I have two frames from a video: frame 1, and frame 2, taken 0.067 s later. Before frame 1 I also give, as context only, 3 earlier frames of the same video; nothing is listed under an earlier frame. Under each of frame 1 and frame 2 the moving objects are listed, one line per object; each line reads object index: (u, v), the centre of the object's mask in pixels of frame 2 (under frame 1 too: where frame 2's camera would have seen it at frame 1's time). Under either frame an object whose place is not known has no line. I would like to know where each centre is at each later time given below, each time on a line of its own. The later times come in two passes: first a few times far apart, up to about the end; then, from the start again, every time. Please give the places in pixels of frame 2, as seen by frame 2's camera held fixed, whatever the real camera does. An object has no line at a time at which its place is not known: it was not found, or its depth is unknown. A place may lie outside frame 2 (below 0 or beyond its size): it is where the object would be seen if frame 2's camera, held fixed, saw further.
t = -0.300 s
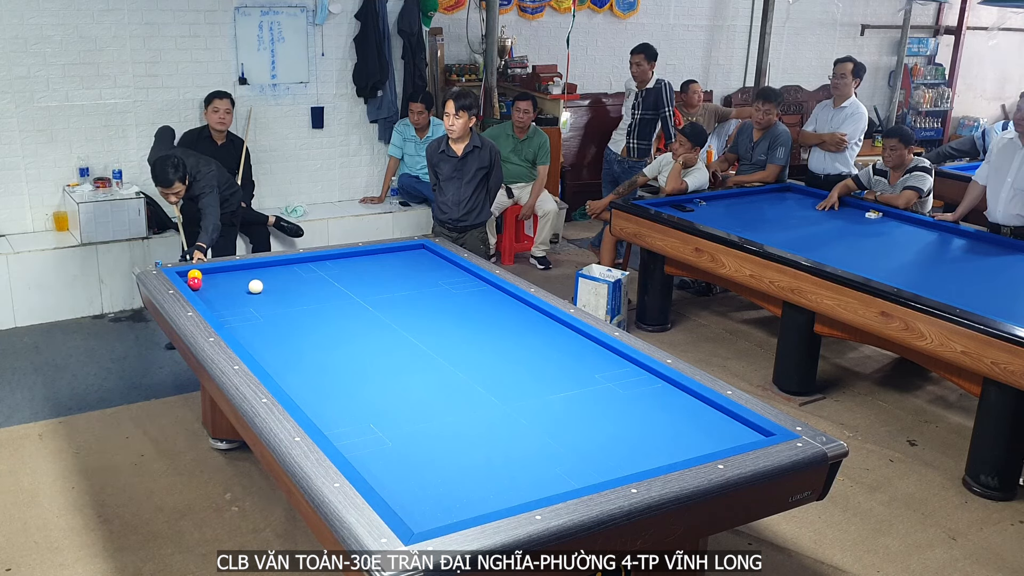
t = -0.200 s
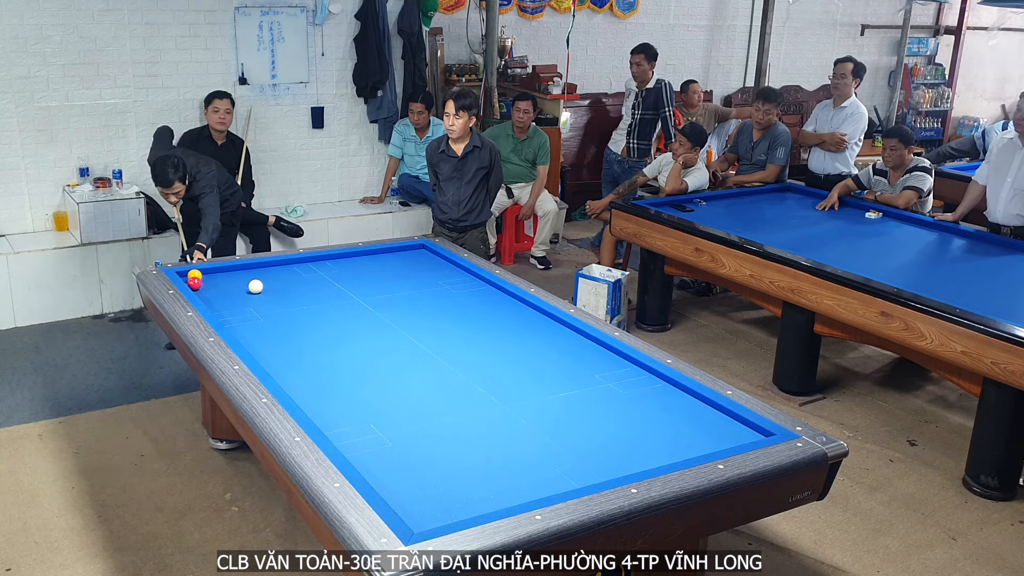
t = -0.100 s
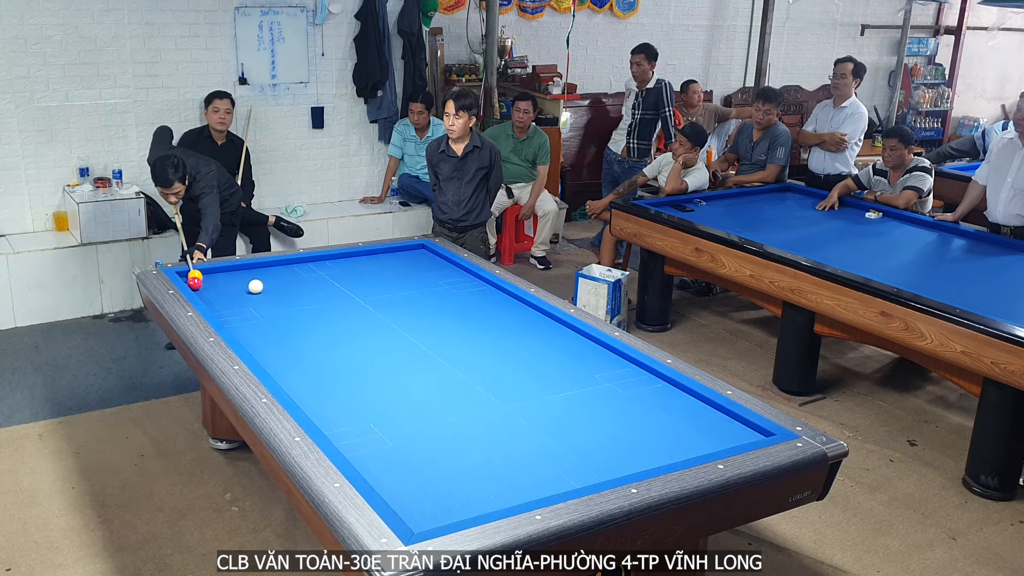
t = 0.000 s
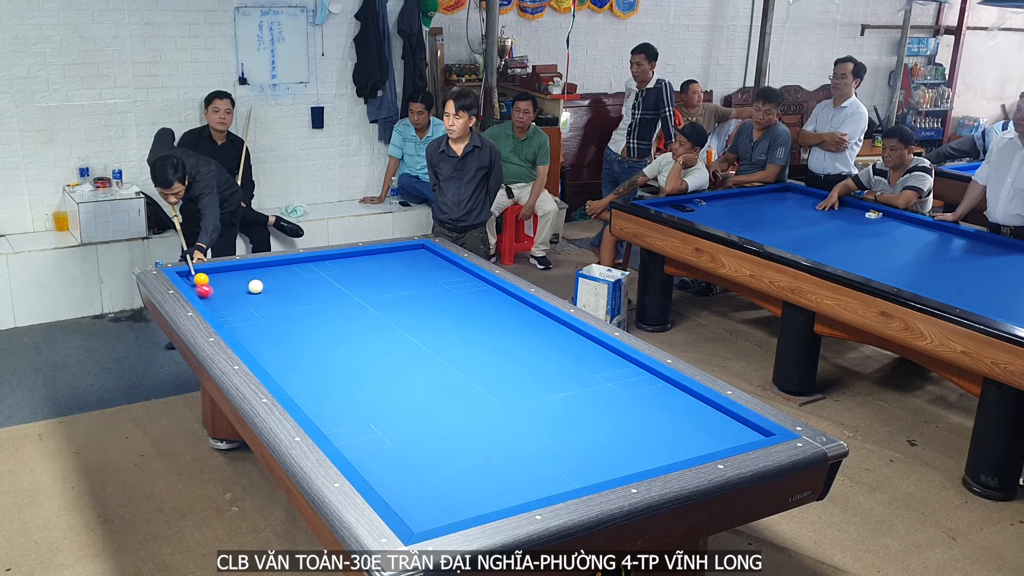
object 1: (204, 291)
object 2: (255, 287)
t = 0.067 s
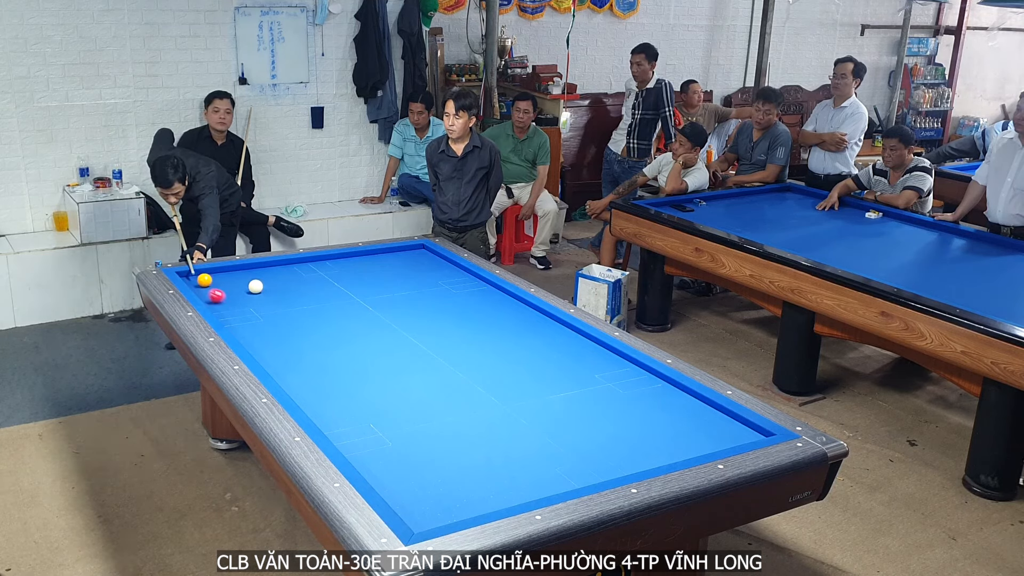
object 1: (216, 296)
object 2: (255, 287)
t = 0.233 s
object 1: (245, 307)
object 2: (255, 287)
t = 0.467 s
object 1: (283, 322)
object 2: (255, 287)
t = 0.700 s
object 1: (323, 339)
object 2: (255, 287)
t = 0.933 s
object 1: (366, 356)
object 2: (259, 287)
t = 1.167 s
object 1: (412, 374)
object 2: (266, 287)
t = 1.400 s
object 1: (460, 394)
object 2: (272, 288)
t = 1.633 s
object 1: (514, 416)
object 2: (278, 288)
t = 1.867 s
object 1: (571, 439)
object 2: (284, 289)
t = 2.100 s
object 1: (633, 464)
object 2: (289, 289)
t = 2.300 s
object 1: (632, 446)
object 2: (292, 289)
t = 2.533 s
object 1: (628, 424)
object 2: (296, 290)
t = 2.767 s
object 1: (625, 405)
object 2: (299, 290)
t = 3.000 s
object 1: (622, 387)
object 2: (302, 290)
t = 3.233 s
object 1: (619, 371)
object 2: (304, 290)
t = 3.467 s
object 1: (617, 357)
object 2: (305, 290)
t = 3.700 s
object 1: (595, 348)
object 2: (306, 290)
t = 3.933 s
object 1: (571, 341)
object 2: (306, 290)
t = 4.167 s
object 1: (549, 335)
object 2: (306, 290)
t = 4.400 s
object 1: (527, 329)
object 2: (306, 290)
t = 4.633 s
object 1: (507, 323)
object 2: (306, 290)
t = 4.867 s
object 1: (488, 317)
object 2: (306, 290)
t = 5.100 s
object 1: (470, 312)
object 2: (306, 290)
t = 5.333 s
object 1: (452, 307)
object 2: (306, 290)
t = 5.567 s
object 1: (436, 302)
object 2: (306, 290)
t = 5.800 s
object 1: (420, 297)
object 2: (306, 290)
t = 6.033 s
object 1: (405, 293)
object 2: (306, 290)
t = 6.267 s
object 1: (391, 289)
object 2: (306, 290)
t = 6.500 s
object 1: (378, 285)
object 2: (306, 290)
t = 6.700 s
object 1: (367, 281)
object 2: (306, 290)
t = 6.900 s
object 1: (356, 278)
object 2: (306, 290)
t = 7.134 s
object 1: (345, 275)
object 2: (306, 290)
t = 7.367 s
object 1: (334, 271)
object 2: (306, 290)
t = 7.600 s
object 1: (324, 269)
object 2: (306, 290)
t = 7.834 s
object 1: (314, 266)
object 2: (306, 290)
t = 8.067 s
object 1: (305, 263)
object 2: (307, 290)
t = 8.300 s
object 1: (296, 261)
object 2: (307, 290)
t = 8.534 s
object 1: (294, 263)
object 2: (307, 290)
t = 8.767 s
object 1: (293, 264)
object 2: (306, 290)
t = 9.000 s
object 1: (291, 266)
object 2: (306, 290)
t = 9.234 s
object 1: (290, 268)
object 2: (306, 290)
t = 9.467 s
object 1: (289, 270)
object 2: (307, 290)
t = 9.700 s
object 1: (288, 272)
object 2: (307, 290)
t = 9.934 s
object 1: (288, 273)
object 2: (307, 290)
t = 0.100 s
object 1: (222, 298)
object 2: (255, 287)
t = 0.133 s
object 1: (228, 300)
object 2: (255, 287)
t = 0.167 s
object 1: (234, 303)
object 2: (255, 287)
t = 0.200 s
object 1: (240, 305)
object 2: (255, 287)
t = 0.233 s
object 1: (245, 307)
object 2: (255, 287)
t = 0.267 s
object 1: (250, 309)
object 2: (255, 287)
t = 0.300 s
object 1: (255, 312)
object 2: (255, 287)
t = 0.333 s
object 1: (261, 314)
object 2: (255, 287)
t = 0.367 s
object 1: (266, 316)
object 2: (255, 287)
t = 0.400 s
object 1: (272, 318)
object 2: (255, 287)
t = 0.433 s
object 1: (277, 320)
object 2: (255, 287)
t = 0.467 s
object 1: (283, 322)
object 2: (255, 287)
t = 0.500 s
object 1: (288, 325)
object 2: (255, 287)
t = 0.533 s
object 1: (294, 327)
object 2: (255, 287)
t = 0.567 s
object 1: (300, 329)
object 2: (255, 287)
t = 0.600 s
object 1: (305, 332)
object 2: (255, 287)
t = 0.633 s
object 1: (311, 334)
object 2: (255, 287)
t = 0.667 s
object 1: (317, 336)
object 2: (255, 287)
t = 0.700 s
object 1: (323, 339)
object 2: (255, 287)
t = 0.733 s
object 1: (329, 341)
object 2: (255, 287)
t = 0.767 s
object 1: (335, 344)
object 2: (255, 287)
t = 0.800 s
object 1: (341, 346)
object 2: (255, 287)
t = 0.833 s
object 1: (347, 348)
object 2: (256, 287)
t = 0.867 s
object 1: (353, 351)
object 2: (256, 287)
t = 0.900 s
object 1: (360, 353)
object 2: (258, 287)
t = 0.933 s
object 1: (366, 356)
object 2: (259, 287)
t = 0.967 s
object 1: (372, 359)
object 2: (260, 287)
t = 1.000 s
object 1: (379, 361)
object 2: (261, 287)
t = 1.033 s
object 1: (385, 364)
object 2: (262, 287)
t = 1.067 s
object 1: (392, 366)
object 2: (263, 287)
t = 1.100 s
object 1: (398, 369)
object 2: (264, 287)
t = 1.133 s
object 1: (405, 372)
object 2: (265, 287)
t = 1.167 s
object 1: (412, 374)
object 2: (266, 287)
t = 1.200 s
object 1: (418, 377)
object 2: (267, 287)
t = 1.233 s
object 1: (425, 380)
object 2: (268, 287)
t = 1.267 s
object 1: (432, 383)
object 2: (269, 287)
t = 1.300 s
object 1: (439, 385)
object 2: (270, 287)
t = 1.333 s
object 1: (446, 388)
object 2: (271, 288)
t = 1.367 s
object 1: (453, 391)
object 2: (272, 288)
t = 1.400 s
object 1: (460, 394)
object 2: (272, 288)
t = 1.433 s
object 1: (468, 397)
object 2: (273, 288)
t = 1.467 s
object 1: (475, 400)
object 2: (274, 288)
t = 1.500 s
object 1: (483, 403)
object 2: (275, 288)
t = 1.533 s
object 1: (491, 407)
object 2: (276, 288)
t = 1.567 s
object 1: (498, 410)
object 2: (277, 288)
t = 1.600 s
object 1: (506, 413)
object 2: (278, 288)
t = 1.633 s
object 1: (514, 416)
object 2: (278, 288)
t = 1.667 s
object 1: (522, 419)
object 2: (279, 288)
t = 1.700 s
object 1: (529, 423)
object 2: (280, 288)
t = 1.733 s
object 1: (538, 426)
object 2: (281, 288)
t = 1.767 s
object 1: (546, 429)
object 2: (282, 288)
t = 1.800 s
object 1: (554, 433)
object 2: (282, 289)
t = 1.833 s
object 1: (562, 436)
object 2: (283, 289)
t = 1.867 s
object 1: (571, 439)
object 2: (284, 289)
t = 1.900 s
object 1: (580, 443)
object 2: (285, 289)
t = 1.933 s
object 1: (589, 447)
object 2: (285, 289)
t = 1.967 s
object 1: (597, 450)
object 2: (286, 289)
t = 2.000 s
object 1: (607, 454)
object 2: (287, 289)
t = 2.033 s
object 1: (615, 458)
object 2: (287, 289)
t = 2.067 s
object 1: (625, 462)
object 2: (288, 289)
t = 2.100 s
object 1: (633, 464)
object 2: (289, 289)
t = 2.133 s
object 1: (639, 464)
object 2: (289, 289)
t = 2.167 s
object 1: (637, 461)
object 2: (290, 289)
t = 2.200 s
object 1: (636, 457)
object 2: (290, 289)
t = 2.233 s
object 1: (634, 453)
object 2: (291, 289)
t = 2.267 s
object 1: (633, 449)
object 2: (292, 289)
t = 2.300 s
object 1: (632, 446)
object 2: (292, 289)
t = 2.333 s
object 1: (632, 442)
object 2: (293, 289)
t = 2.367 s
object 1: (631, 439)
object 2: (293, 289)
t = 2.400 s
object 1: (630, 436)
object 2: (294, 290)
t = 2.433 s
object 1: (630, 433)
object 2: (295, 290)
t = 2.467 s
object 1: (629, 430)
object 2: (295, 290)
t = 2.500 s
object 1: (629, 427)
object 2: (295, 290)
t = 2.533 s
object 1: (628, 424)
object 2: (296, 290)
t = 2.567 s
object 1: (628, 421)
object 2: (297, 290)
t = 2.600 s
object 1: (627, 418)
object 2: (297, 290)
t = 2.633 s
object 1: (627, 416)
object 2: (297, 290)
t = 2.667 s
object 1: (627, 413)
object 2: (298, 290)
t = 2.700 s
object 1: (626, 410)
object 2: (298, 290)
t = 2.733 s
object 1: (626, 408)
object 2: (299, 290)
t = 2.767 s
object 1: (625, 405)
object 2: (299, 290)
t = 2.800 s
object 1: (625, 402)
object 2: (300, 290)
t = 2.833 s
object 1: (624, 400)
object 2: (300, 290)
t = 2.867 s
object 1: (624, 397)
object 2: (300, 290)
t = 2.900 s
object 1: (623, 395)
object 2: (301, 290)
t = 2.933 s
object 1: (623, 392)
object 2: (301, 290)
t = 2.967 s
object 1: (623, 390)
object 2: (301, 290)
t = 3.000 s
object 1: (622, 387)
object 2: (302, 290)
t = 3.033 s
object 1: (622, 385)
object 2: (302, 290)
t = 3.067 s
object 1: (621, 383)
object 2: (303, 290)
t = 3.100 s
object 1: (621, 380)
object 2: (303, 290)
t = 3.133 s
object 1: (620, 378)
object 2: (303, 290)
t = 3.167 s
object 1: (620, 376)
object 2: (303, 290)
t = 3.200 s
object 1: (620, 373)
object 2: (304, 290)
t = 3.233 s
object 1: (619, 371)
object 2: (304, 290)
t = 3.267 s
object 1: (619, 369)
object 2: (304, 290)
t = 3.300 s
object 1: (618, 367)
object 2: (304, 290)
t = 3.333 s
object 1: (618, 365)
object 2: (305, 290)
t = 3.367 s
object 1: (618, 363)
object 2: (305, 290)
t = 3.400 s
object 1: (617, 361)
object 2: (305, 290)
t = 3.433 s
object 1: (617, 359)
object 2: (305, 290)
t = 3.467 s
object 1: (617, 357)
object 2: (305, 290)
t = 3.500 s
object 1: (616, 355)
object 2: (306, 290)
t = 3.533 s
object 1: (614, 353)
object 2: (306, 290)
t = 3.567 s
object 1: (610, 352)
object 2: (306, 290)
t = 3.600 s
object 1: (606, 351)
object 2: (306, 290)
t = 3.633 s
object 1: (602, 350)
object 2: (306, 290)
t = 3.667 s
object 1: (599, 349)
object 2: (306, 290)
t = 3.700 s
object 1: (595, 348)
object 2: (306, 290)
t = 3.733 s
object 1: (592, 347)
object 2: (306, 290)
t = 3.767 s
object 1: (588, 346)
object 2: (306, 290)
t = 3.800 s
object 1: (585, 345)
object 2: (306, 290)
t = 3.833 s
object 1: (581, 344)
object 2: (306, 290)
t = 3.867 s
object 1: (578, 343)
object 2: (306, 290)
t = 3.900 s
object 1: (575, 342)
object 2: (306, 290)
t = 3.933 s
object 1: (571, 341)
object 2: (306, 290)
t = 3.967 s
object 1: (568, 340)
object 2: (307, 290)
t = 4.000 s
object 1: (565, 339)
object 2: (306, 290)
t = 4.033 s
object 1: (561, 338)
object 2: (306, 290)
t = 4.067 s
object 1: (558, 337)
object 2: (306, 290)
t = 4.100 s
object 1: (555, 336)
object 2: (306, 290)
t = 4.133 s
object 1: (552, 335)
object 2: (306, 290)
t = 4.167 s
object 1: (549, 335)
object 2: (306, 290)
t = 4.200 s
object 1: (546, 334)
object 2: (306, 290)
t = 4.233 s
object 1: (542, 333)
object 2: (306, 290)
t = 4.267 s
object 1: (540, 332)
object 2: (306, 290)
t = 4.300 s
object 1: (536, 331)
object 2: (306, 290)
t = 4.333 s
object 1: (533, 330)
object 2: (306, 290)
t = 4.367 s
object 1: (530, 330)
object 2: (306, 290)
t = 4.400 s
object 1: (527, 329)
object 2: (306, 290)
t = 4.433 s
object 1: (525, 328)
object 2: (306, 290)
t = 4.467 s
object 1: (521, 327)
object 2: (306, 290)
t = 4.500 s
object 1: (519, 326)
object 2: (306, 290)
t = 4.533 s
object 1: (515, 325)
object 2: (306, 290)
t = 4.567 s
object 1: (513, 324)
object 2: (306, 290)
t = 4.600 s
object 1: (510, 323)
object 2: (306, 290)
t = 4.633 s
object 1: (507, 323)
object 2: (306, 290)
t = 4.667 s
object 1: (504, 322)
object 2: (306, 290)
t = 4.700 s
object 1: (501, 321)
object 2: (306, 290)
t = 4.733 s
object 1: (498, 320)
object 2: (306, 290)
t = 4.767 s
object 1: (496, 319)
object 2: (306, 290)
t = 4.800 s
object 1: (493, 319)
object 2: (306, 290)
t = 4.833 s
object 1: (490, 318)
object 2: (306, 290)
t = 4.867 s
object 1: (488, 317)
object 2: (306, 290)
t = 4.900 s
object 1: (485, 316)
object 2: (306, 290)
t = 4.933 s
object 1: (482, 316)
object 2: (306, 290)
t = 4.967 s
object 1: (480, 315)
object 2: (306, 290)
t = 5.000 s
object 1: (477, 314)
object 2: (306, 290)
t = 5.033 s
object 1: (475, 313)
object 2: (306, 290)
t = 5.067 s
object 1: (472, 312)
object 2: (306, 290)
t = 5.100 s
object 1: (470, 312)
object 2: (306, 290)
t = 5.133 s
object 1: (467, 311)
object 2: (306, 290)
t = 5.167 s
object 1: (464, 310)
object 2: (306, 290)
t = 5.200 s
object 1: (462, 309)
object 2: (306, 290)
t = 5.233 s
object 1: (460, 309)
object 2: (306, 290)
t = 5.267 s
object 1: (457, 308)
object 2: (306, 290)
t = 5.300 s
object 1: (455, 307)
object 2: (306, 290)
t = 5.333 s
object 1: (452, 307)
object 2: (306, 290)
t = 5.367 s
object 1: (450, 306)
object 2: (306, 290)
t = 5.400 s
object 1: (448, 305)
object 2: (306, 290)
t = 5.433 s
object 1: (445, 304)
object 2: (306, 290)
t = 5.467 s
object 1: (443, 304)
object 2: (306, 290)
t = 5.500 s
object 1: (440, 303)
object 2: (306, 290)
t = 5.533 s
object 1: (438, 302)
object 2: (306, 290)
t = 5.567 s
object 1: (436, 302)
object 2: (306, 290)
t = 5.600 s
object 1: (433, 301)
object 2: (306, 290)
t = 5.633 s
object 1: (431, 300)
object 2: (306, 290)
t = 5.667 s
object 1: (429, 300)
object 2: (306, 290)
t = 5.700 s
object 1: (427, 299)
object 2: (306, 290)
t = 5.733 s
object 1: (425, 298)
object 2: (306, 290)
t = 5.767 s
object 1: (422, 298)
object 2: (306, 290)
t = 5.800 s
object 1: (420, 297)
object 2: (306, 290)
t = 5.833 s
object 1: (418, 297)
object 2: (306, 290)
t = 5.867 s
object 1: (416, 296)
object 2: (306, 290)
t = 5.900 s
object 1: (414, 295)
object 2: (306, 290)
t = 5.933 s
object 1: (412, 295)
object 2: (306, 290)
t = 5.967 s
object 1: (409, 294)
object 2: (306, 290)
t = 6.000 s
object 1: (407, 293)
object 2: (306, 290)
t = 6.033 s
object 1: (405, 293)
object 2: (306, 290)
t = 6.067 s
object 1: (403, 292)
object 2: (306, 290)
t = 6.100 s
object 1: (401, 291)
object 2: (306, 290)
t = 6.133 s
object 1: (399, 291)
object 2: (306, 290)
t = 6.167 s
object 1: (397, 290)
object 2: (306, 290)
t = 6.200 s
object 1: (395, 290)
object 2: (306, 290)
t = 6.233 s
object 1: (393, 289)
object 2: (306, 290)
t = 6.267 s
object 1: (391, 289)
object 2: (306, 290)
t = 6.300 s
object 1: (389, 288)
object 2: (306, 290)
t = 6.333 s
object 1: (387, 287)
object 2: (306, 290)
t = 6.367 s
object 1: (385, 287)
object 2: (306, 290)
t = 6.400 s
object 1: (383, 286)
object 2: (306, 290)
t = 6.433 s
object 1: (381, 286)
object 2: (306, 290)
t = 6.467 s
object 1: (380, 285)
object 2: (306, 290)
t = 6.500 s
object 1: (378, 285)
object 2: (306, 290)
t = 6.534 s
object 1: (376, 284)
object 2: (306, 290)
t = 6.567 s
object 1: (374, 284)
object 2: (306, 290)
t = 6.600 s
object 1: (372, 283)
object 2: (306, 290)
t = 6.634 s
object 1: (370, 282)
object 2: (306, 290)
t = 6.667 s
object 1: (368, 282)
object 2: (306, 290)
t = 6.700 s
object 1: (367, 281)
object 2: (306, 290)
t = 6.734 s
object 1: (365, 281)
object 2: (306, 290)
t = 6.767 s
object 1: (363, 280)
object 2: (306, 290)
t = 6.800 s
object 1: (361, 280)
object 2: (306, 290)
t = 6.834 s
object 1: (360, 279)
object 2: (306, 290)
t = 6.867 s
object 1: (358, 279)
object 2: (306, 290)
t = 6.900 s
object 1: (356, 278)
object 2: (306, 290)
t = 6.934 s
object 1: (355, 278)
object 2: (306, 290)
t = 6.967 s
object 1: (353, 277)
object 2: (306, 290)
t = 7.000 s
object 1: (351, 277)
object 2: (306, 290)
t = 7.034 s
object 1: (350, 276)
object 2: (306, 290)
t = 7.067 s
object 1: (348, 276)
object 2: (306, 290)
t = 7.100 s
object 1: (346, 275)
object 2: (306, 290)
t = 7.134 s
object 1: (345, 275)
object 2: (306, 290)
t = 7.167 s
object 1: (343, 275)
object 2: (306, 290)
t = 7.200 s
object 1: (341, 274)
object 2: (306, 290)
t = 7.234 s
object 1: (340, 273)
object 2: (306, 290)
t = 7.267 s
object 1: (339, 273)
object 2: (306, 290)
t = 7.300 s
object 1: (337, 273)
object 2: (306, 290)
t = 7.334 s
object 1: (335, 272)
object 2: (306, 290)
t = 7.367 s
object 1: (334, 271)
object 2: (306, 290)
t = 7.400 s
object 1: (332, 271)
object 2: (306, 290)
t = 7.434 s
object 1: (331, 271)
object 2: (306, 290)
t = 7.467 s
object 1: (329, 270)
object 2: (306, 290)
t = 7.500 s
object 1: (328, 270)
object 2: (306, 290)
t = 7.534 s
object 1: (327, 269)
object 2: (306, 290)
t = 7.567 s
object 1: (325, 269)
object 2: (306, 290)
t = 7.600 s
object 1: (324, 269)
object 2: (306, 290)
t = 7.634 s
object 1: (322, 268)
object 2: (306, 290)
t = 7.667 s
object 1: (321, 268)
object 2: (306, 290)
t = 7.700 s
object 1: (319, 268)
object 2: (306, 290)
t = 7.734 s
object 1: (318, 267)
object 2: (306, 290)
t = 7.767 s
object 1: (317, 267)
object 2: (306, 290)
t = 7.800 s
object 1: (315, 266)
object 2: (306, 290)
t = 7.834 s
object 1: (314, 266)
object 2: (306, 290)
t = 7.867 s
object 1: (312, 265)
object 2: (306, 290)
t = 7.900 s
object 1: (311, 265)
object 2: (307, 290)
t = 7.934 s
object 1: (310, 265)
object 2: (307, 290)
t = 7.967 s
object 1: (308, 264)
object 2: (306, 290)
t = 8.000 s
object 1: (307, 264)
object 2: (306, 290)
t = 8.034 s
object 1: (306, 263)
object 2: (306, 290)
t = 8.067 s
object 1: (305, 263)
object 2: (307, 290)
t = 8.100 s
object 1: (303, 263)
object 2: (306, 290)
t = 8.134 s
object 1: (302, 263)
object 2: (307, 290)
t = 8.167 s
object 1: (301, 262)
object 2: (306, 290)
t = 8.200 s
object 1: (300, 262)
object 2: (307, 290)
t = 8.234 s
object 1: (298, 262)
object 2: (307, 290)
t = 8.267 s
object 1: (297, 261)
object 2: (307, 290)
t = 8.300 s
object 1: (296, 261)
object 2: (307, 290)
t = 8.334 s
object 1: (295, 261)
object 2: (307, 290)
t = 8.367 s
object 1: (295, 261)
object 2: (306, 290)
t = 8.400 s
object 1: (295, 261)
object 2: (306, 290)
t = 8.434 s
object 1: (295, 262)
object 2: (307, 290)
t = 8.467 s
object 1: (294, 262)
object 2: (307, 290)
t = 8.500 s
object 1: (294, 262)
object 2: (307, 290)
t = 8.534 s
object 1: (294, 263)
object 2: (307, 290)
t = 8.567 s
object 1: (294, 263)
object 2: (307, 290)
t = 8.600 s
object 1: (294, 263)
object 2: (307, 290)
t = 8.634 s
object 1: (294, 263)
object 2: (306, 290)
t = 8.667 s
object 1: (293, 264)
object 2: (307, 290)
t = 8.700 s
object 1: (293, 264)
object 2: (307, 290)
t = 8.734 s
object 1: (293, 264)
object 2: (307, 290)
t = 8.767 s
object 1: (293, 264)
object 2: (306, 290)
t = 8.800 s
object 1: (293, 265)
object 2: (306, 290)
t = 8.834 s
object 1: (292, 265)
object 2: (306, 290)
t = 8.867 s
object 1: (292, 265)
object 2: (306, 290)
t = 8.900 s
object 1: (292, 265)
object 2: (306, 290)
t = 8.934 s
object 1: (292, 266)
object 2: (306, 290)
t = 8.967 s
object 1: (291, 266)
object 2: (306, 290)
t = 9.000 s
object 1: (291, 266)
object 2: (306, 290)
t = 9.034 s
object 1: (291, 267)
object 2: (306, 290)
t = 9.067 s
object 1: (291, 267)
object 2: (306, 290)
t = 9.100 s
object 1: (291, 267)
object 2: (306, 290)
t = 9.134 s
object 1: (291, 267)
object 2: (306, 290)
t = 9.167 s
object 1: (291, 268)
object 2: (306, 290)
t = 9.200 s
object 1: (290, 268)
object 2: (306, 290)
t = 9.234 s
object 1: (290, 268)
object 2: (306, 290)
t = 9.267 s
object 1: (290, 269)
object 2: (307, 290)
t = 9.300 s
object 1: (290, 269)
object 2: (306, 290)
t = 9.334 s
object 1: (290, 269)
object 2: (307, 290)
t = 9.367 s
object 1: (290, 269)
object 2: (307, 290)
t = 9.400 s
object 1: (289, 270)
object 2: (306, 290)
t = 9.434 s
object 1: (289, 270)
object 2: (307, 290)
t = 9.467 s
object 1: (289, 270)
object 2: (307, 290)
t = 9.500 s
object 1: (289, 270)
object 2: (307, 290)
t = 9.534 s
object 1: (289, 271)
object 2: (307, 290)
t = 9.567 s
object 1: (289, 271)
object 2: (306, 290)
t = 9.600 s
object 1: (289, 271)
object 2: (307, 290)
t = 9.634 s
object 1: (289, 271)
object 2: (307, 290)
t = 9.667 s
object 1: (288, 271)
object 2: (307, 290)
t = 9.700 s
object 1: (288, 272)
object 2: (307, 290)
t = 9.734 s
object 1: (288, 272)
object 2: (307, 290)
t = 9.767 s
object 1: (288, 272)
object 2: (307, 290)
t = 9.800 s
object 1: (288, 272)
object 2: (307, 290)
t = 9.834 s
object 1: (288, 272)
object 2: (306, 290)
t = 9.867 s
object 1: (288, 273)
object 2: (307, 290)
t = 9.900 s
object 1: (288, 273)
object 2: (306, 290)
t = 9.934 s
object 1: (288, 273)
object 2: (307, 290)
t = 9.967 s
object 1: (288, 273)
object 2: (307, 290)
